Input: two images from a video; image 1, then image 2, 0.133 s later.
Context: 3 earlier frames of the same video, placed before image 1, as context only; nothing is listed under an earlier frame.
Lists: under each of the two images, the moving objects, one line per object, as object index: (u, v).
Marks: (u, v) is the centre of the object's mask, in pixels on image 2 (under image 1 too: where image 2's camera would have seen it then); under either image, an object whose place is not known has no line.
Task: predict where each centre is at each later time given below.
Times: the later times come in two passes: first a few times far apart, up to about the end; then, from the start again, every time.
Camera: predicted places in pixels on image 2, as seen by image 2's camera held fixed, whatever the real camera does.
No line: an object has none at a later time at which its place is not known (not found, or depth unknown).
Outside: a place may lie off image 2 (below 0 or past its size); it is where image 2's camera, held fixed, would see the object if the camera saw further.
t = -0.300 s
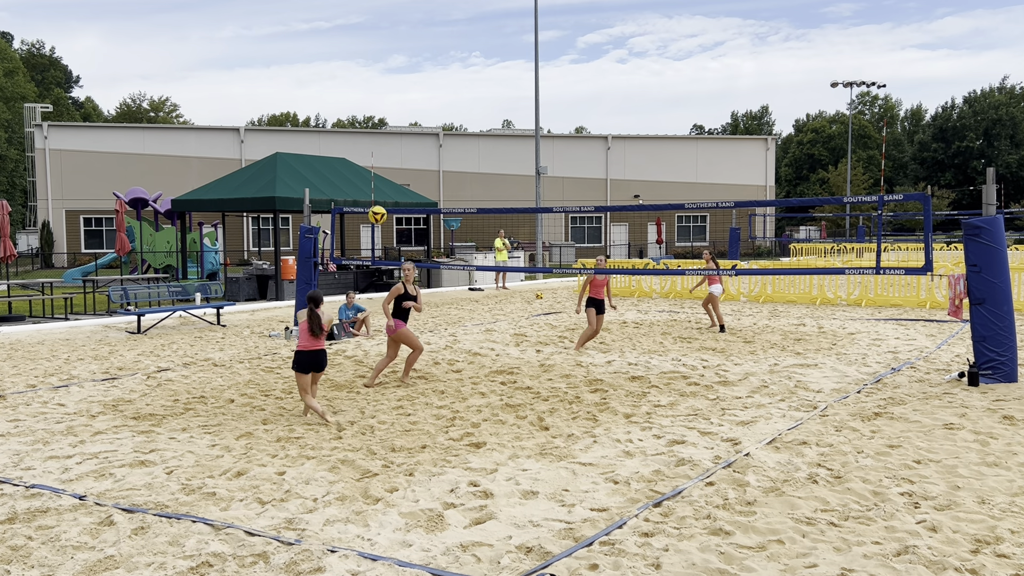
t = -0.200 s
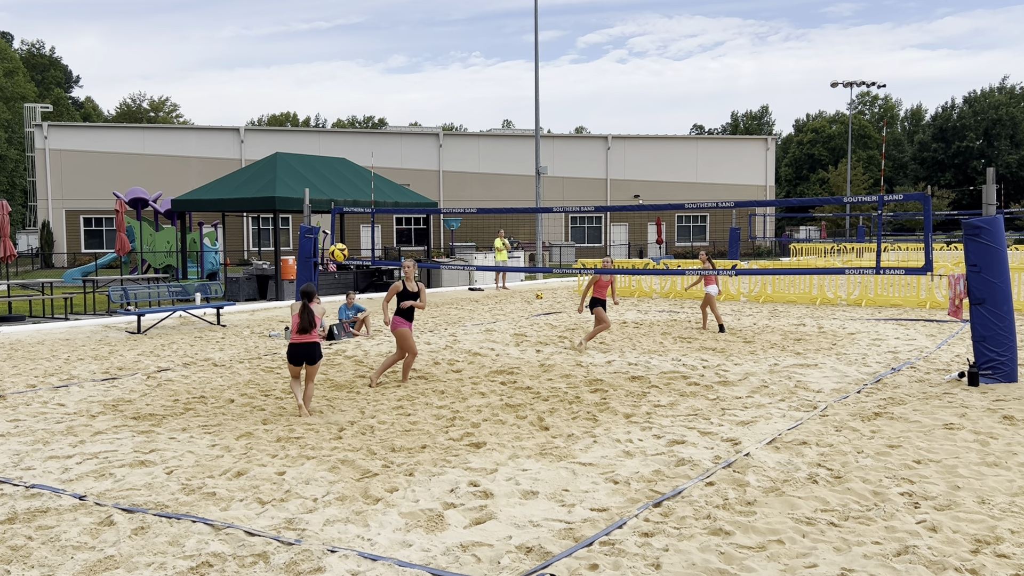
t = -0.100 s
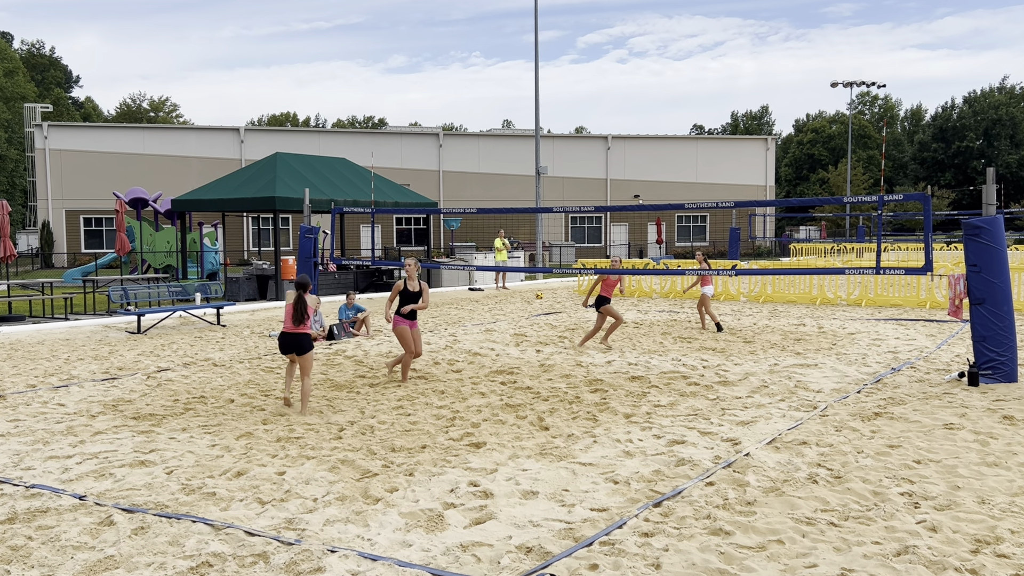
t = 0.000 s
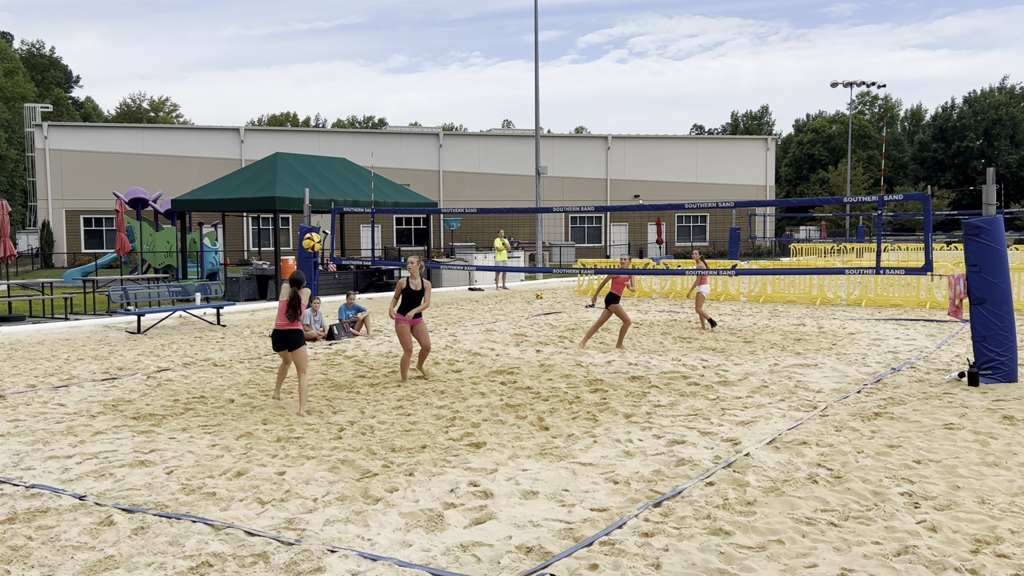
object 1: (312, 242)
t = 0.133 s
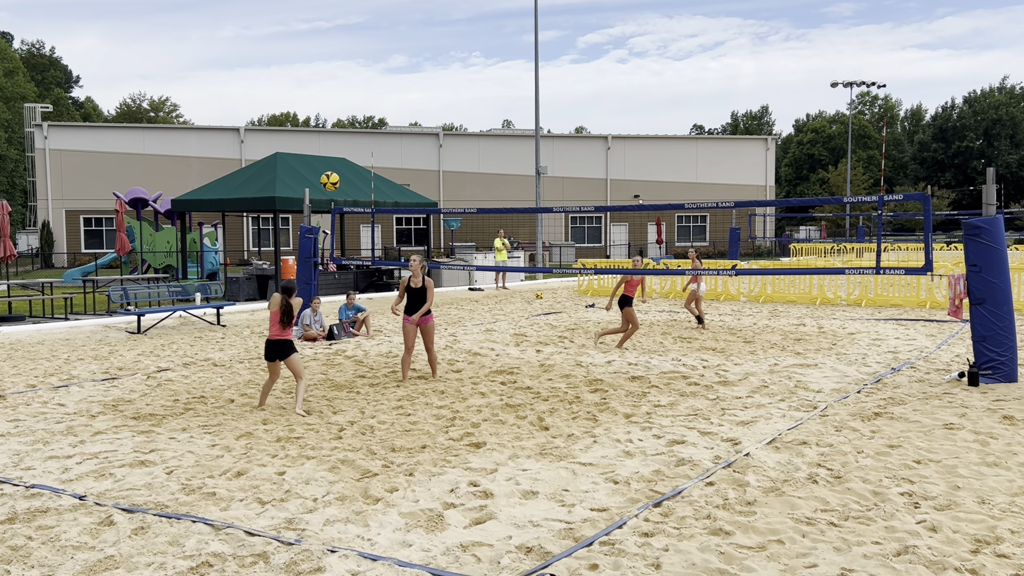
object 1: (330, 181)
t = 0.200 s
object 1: (339, 157)
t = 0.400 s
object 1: (364, 111)
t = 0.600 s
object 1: (389, 99)
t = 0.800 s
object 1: (411, 119)
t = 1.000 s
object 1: (433, 167)
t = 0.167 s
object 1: (335, 168)
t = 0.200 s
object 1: (339, 157)
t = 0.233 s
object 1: (343, 147)
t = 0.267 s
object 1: (348, 137)
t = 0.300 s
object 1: (352, 129)
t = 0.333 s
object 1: (356, 122)
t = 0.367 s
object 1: (360, 116)
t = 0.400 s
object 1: (364, 111)
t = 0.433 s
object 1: (368, 107)
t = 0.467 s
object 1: (373, 103)
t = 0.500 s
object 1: (377, 101)
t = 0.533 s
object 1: (380, 99)
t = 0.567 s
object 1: (384, 99)
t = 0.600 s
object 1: (389, 99)
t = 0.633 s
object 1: (392, 100)
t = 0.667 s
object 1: (396, 102)
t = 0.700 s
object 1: (400, 105)
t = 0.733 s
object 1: (404, 109)
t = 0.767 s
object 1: (408, 114)
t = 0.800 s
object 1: (411, 119)
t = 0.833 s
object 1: (415, 125)
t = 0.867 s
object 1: (419, 132)
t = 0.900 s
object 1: (422, 140)
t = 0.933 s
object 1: (426, 148)
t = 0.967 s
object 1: (430, 157)
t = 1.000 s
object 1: (433, 167)
